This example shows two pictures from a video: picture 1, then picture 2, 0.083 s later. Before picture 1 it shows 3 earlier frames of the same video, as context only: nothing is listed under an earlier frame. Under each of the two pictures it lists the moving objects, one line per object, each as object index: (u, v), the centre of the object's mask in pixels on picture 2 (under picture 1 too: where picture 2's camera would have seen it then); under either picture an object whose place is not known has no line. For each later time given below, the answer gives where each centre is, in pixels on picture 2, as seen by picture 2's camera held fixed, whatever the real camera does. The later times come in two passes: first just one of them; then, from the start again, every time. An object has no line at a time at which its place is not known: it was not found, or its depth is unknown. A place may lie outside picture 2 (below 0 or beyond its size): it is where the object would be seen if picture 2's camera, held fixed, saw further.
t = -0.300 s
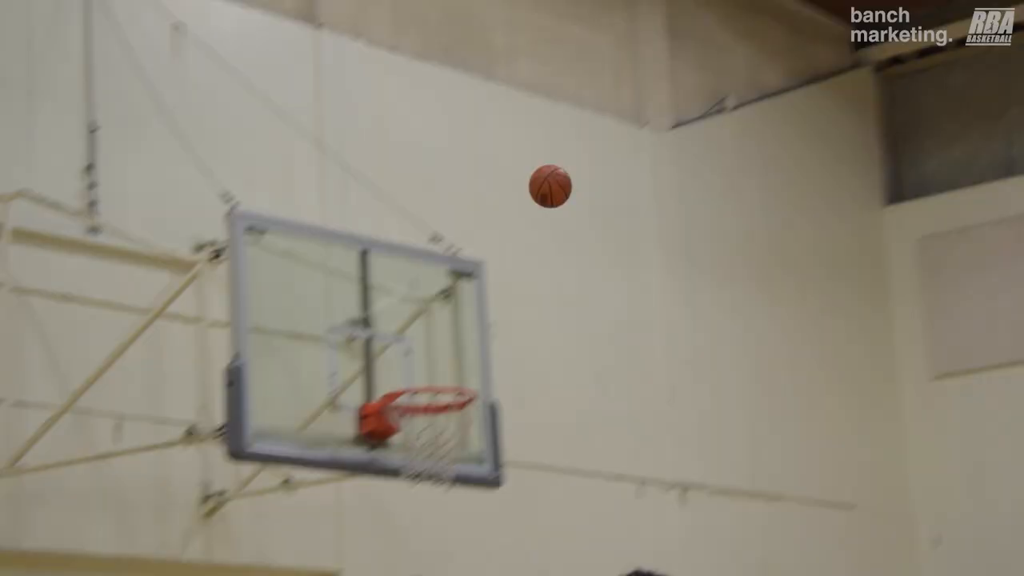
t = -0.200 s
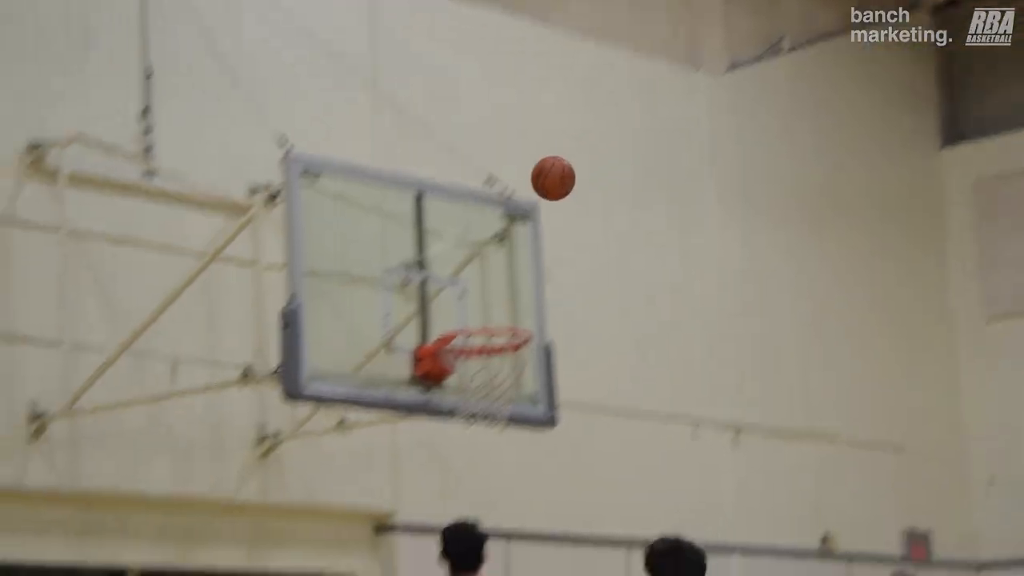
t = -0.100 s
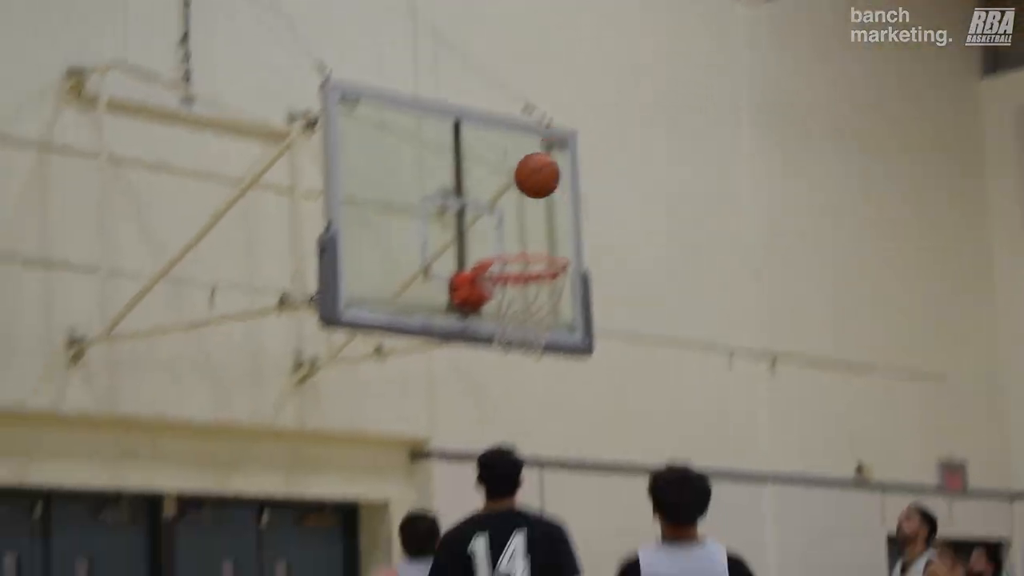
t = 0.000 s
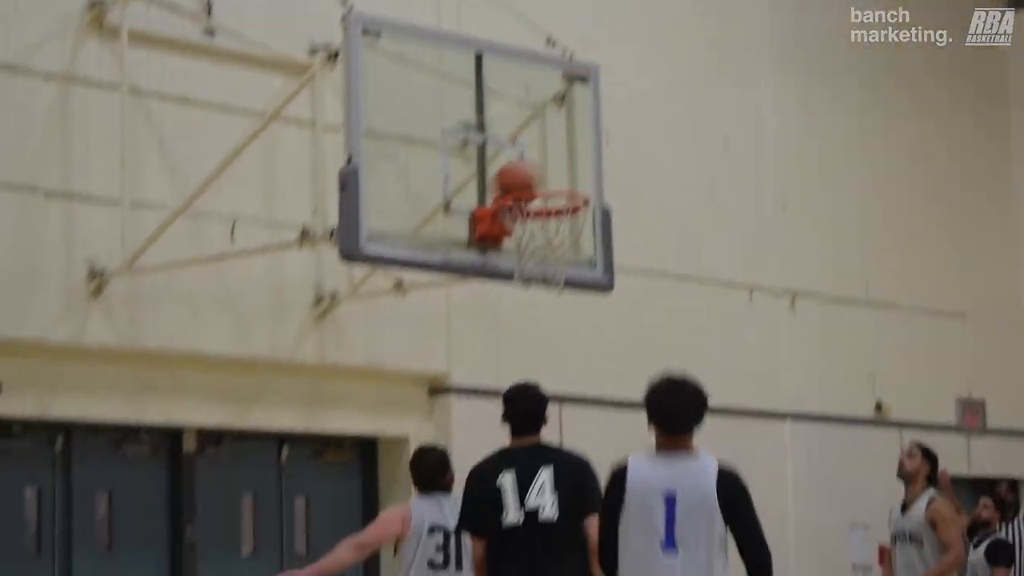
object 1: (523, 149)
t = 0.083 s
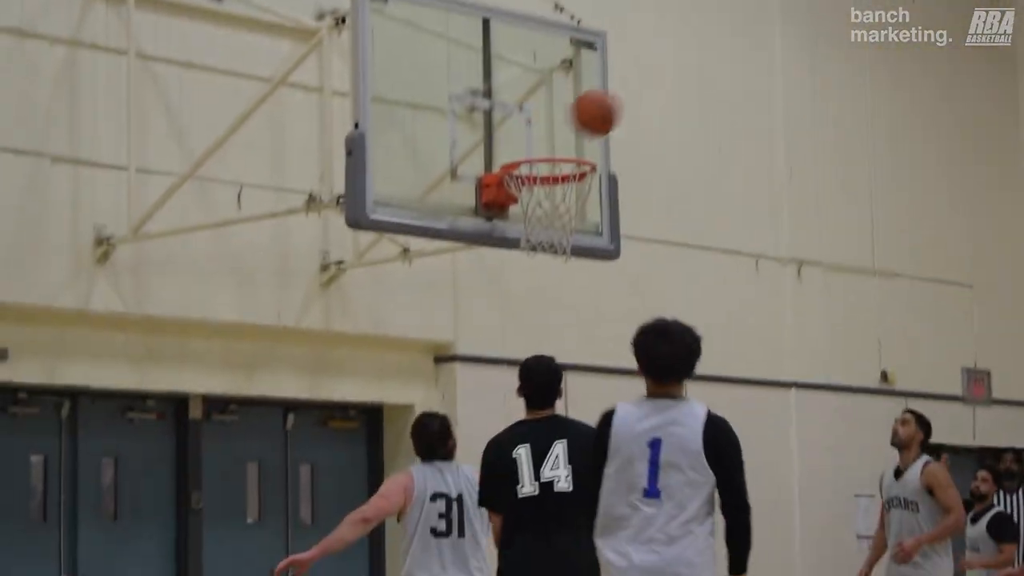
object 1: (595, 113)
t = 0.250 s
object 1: (746, 72)
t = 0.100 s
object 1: (611, 106)
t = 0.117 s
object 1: (625, 100)
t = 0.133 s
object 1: (639, 95)
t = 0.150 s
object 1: (654, 90)
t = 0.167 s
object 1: (669, 86)
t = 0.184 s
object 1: (685, 82)
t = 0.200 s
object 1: (700, 79)
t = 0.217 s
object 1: (715, 76)
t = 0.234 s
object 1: (731, 73)
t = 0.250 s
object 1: (746, 72)
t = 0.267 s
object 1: (762, 70)
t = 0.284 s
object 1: (779, 70)
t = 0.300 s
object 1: (795, 69)
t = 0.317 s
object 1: (811, 70)
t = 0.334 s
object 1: (826, 71)
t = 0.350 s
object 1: (844, 73)
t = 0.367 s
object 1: (860, 79)
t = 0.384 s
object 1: (878, 80)
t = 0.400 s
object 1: (894, 83)
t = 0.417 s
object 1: (911, 86)
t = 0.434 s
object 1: (929, 90)
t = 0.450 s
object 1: (947, 95)
